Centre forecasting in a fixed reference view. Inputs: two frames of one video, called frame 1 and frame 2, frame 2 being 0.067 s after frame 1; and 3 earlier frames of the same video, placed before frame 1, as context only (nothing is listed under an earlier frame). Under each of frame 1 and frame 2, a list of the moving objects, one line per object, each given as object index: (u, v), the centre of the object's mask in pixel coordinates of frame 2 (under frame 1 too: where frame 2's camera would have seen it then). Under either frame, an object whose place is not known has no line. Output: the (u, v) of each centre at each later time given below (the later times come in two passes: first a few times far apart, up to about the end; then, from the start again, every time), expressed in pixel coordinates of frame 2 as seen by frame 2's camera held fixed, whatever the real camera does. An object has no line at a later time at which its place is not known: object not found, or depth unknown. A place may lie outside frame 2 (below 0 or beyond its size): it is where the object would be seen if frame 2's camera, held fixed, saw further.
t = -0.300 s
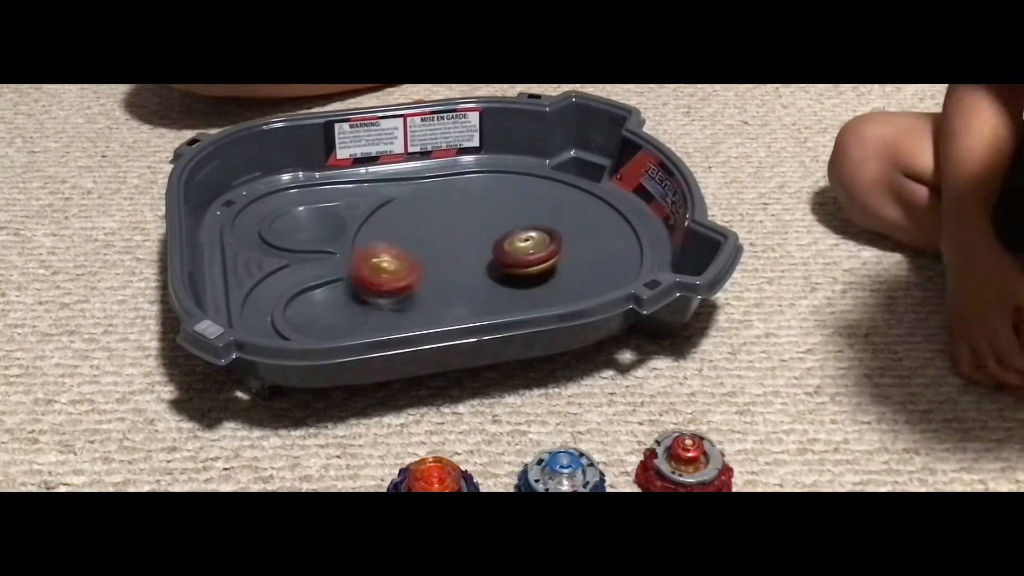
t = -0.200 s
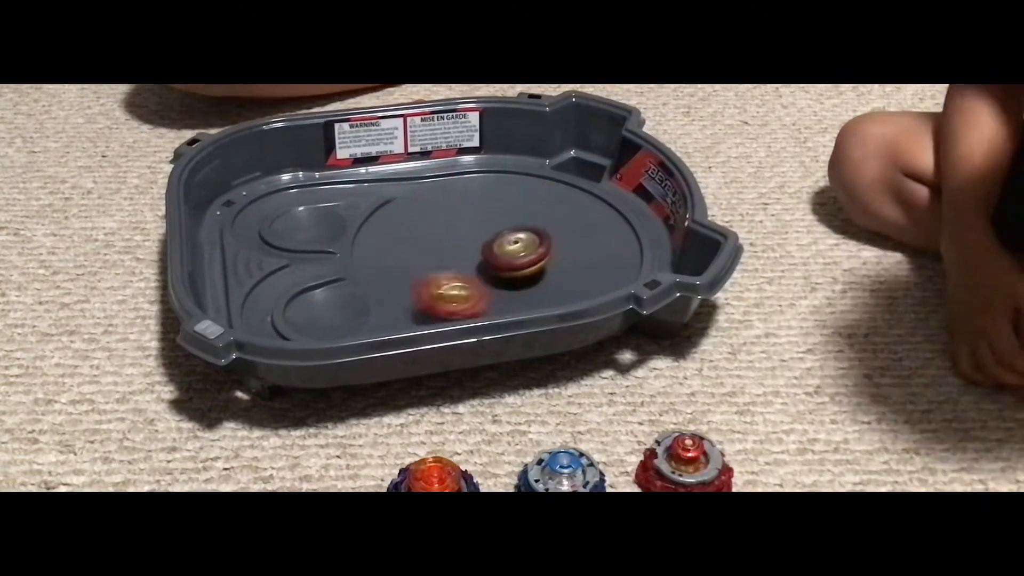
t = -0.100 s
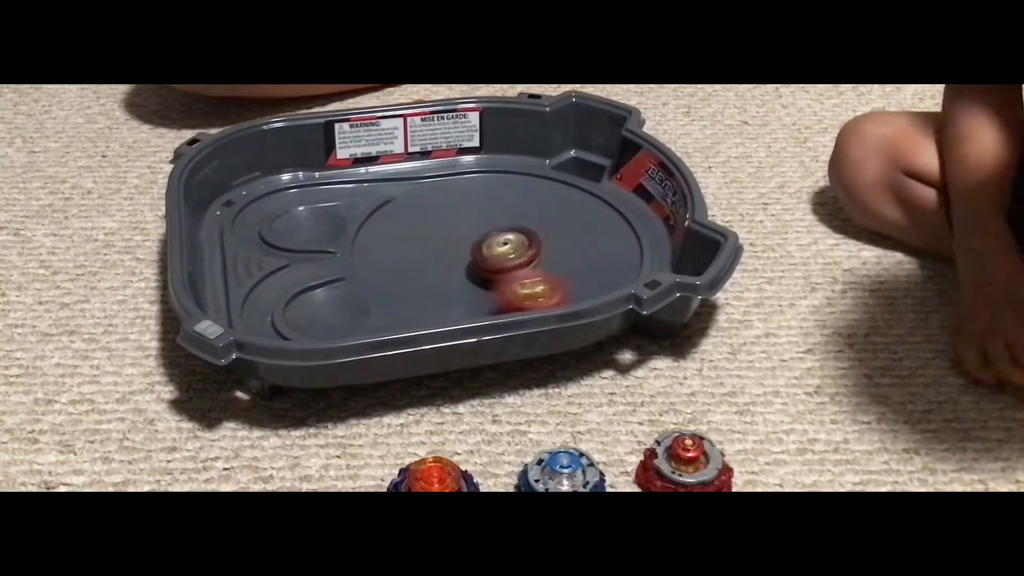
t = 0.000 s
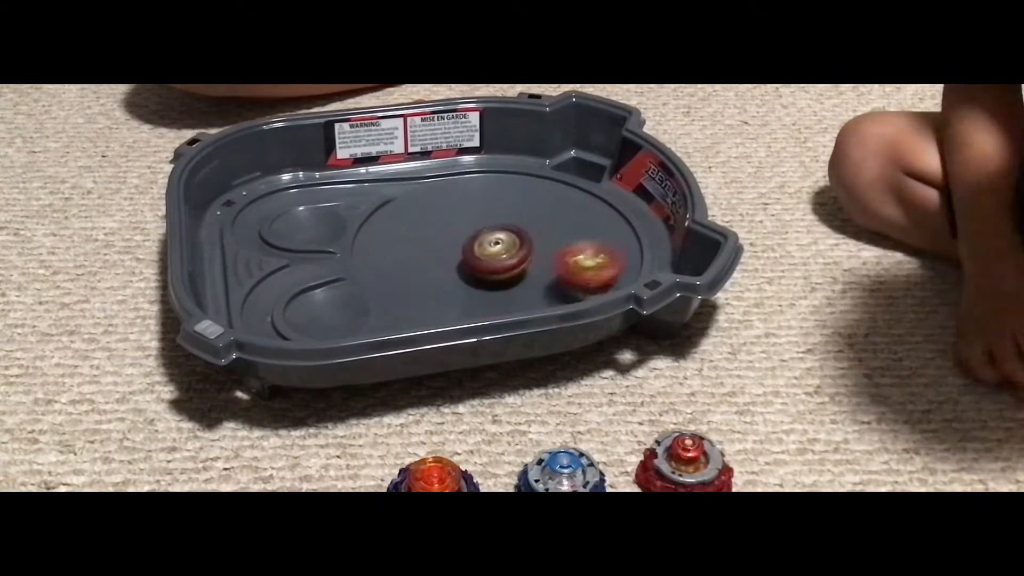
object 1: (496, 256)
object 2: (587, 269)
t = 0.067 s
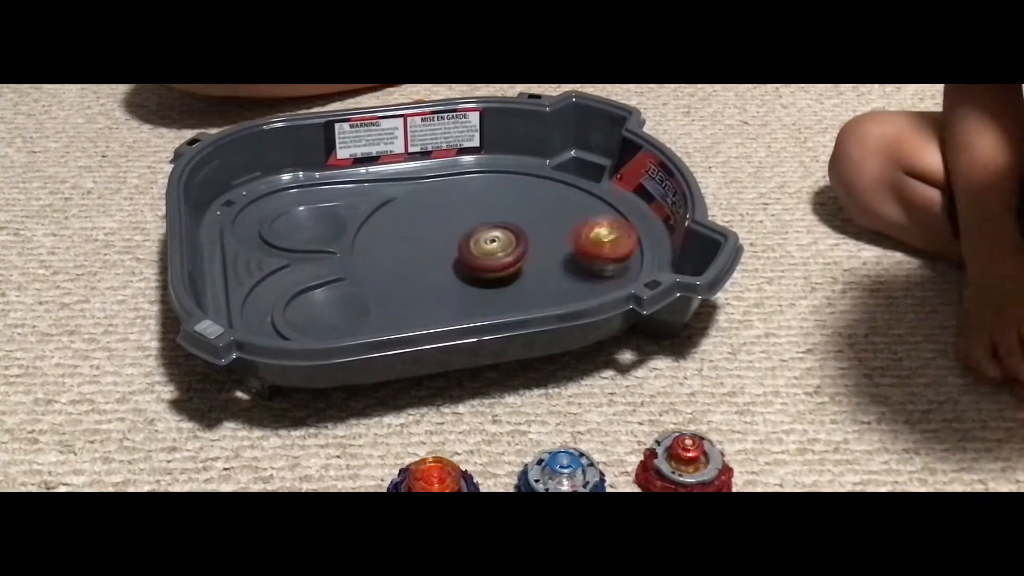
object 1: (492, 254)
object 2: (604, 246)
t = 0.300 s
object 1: (485, 241)
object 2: (534, 167)
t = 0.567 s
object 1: (491, 237)
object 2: (382, 204)
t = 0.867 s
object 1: (500, 246)
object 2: (461, 300)
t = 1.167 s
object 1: (485, 249)
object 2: (627, 249)
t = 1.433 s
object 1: (477, 257)
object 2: (528, 170)
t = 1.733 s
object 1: (492, 253)
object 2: (371, 215)
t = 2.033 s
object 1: (507, 249)
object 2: (484, 297)
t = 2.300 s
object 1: (505, 251)
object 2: (626, 247)
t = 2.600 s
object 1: (504, 248)
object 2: (512, 170)
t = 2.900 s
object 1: (500, 246)
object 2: (364, 226)
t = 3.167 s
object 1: (499, 243)
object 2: (473, 294)
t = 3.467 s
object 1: (496, 246)
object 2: (630, 242)
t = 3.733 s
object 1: (490, 248)
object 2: (544, 176)
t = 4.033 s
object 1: (483, 251)
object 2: (386, 215)
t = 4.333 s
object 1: (485, 253)
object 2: (438, 298)
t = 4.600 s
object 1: (489, 255)
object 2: (597, 270)
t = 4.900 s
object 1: (490, 252)
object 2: (564, 182)
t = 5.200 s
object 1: (486, 251)
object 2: (405, 187)
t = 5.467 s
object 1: (485, 251)
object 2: (383, 271)
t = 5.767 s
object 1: (485, 251)
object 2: (556, 289)
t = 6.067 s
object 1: (485, 253)
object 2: (601, 212)
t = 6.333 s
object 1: (487, 256)
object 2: (476, 172)
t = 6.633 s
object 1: (489, 254)
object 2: (365, 234)
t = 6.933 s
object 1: (488, 251)
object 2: (484, 297)
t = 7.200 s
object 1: (486, 255)
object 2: (611, 257)
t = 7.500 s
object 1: (485, 255)
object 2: (543, 179)
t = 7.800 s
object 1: (486, 255)
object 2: (396, 201)
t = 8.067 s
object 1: (487, 255)
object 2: (392, 279)
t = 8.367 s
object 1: (488, 254)
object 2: (559, 286)
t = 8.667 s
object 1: (489, 255)
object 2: (590, 210)
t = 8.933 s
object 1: (488, 255)
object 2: (474, 175)
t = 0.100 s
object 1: (490, 252)
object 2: (605, 232)
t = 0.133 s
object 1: (488, 251)
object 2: (601, 218)
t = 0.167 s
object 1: (487, 249)
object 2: (594, 204)
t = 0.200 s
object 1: (486, 247)
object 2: (584, 192)
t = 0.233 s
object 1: (485, 245)
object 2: (571, 182)
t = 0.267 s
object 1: (484, 242)
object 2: (553, 173)
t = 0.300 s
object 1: (485, 241)
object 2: (534, 167)
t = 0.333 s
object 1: (485, 239)
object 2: (513, 163)
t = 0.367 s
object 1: (486, 238)
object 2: (492, 164)
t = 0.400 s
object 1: (487, 237)
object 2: (470, 164)
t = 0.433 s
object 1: (487, 236)
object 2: (447, 168)
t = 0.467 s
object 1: (488, 236)
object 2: (429, 173)
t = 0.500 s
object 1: (489, 236)
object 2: (408, 182)
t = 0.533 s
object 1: (490, 236)
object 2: (393, 194)
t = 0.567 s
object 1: (491, 237)
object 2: (382, 204)
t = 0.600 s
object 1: (492, 238)
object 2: (373, 216)
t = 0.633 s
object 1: (493, 239)
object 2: (369, 230)
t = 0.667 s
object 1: (494, 240)
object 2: (369, 245)
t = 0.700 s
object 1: (495, 241)
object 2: (375, 258)
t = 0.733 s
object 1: (497, 243)
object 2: (384, 271)
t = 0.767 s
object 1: (498, 244)
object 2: (397, 283)
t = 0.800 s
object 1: (499, 245)
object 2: (414, 293)
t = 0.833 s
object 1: (499, 246)
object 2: (437, 299)
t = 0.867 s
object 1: (500, 246)
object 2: (461, 300)
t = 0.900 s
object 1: (500, 246)
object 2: (487, 301)
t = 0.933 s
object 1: (499, 246)
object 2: (514, 299)
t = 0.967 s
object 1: (498, 246)
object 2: (542, 296)
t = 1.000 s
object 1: (497, 247)
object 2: (563, 291)
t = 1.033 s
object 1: (495, 247)
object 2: (583, 285)
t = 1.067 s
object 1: (492, 248)
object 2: (602, 278)
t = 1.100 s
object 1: (490, 248)
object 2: (614, 268)
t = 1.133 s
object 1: (487, 249)
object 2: (623, 258)
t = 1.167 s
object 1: (485, 249)
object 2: (627, 249)
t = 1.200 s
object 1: (482, 250)
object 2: (627, 235)
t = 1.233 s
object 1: (480, 251)
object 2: (622, 223)
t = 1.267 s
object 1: (478, 252)
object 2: (614, 211)
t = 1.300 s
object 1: (477, 254)
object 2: (601, 201)
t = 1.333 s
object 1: (476, 255)
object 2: (587, 191)
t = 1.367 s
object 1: (476, 256)
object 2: (570, 182)
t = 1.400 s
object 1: (476, 256)
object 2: (550, 175)
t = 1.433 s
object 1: (477, 257)
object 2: (528, 170)
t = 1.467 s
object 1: (477, 257)
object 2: (508, 169)
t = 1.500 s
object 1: (479, 257)
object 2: (485, 168)
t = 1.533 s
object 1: (480, 256)
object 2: (463, 169)
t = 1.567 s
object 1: (482, 256)
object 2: (441, 171)
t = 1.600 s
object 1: (484, 255)
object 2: (421, 175)
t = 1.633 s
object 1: (486, 254)
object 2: (400, 181)
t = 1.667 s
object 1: (488, 253)
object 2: (388, 189)
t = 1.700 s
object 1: (490, 253)
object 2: (377, 200)
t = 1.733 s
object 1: (492, 253)
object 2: (371, 215)
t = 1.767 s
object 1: (495, 253)
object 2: (368, 227)
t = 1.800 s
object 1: (497, 253)
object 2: (368, 238)
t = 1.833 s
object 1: (499, 253)
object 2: (373, 253)
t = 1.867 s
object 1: (501, 252)
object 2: (382, 267)
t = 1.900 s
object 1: (503, 252)
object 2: (397, 280)
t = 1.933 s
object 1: (505, 251)
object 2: (414, 289)
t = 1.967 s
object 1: (506, 251)
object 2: (436, 293)
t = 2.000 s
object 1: (507, 250)
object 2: (459, 297)
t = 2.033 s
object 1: (507, 249)
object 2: (484, 297)
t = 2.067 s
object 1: (507, 249)
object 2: (509, 296)
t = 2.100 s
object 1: (506, 250)
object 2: (535, 293)
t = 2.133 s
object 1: (506, 251)
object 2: (558, 288)
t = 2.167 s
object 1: (507, 251)
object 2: (579, 283)
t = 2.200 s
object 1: (506, 251)
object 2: (598, 275)
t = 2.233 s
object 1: (506, 251)
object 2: (613, 265)
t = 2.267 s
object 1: (505, 251)
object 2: (620, 258)
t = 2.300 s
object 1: (505, 251)
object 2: (626, 247)
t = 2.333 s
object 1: (505, 251)
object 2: (626, 233)
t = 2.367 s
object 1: (505, 250)
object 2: (623, 220)
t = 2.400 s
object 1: (505, 250)
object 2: (615, 209)
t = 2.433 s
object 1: (504, 250)
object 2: (603, 199)
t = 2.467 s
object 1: (505, 250)
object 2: (589, 190)
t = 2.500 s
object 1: (505, 249)
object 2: (572, 183)
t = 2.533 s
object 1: (505, 249)
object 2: (554, 176)
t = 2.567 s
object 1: (505, 249)
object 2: (532, 173)
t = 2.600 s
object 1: (504, 248)
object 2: (512, 170)
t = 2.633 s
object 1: (504, 248)
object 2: (491, 170)
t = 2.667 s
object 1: (504, 248)
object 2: (470, 172)
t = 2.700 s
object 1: (503, 247)
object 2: (447, 176)
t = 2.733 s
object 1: (503, 247)
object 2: (429, 179)
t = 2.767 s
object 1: (502, 247)
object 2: (410, 187)
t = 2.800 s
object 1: (501, 247)
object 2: (393, 194)
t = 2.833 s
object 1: (501, 246)
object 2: (380, 203)
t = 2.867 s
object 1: (500, 246)
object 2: (369, 213)
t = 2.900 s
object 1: (500, 246)
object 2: (364, 226)
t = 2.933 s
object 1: (500, 246)
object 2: (361, 236)
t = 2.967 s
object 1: (499, 246)
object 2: (364, 249)
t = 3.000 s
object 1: (499, 246)
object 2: (373, 260)
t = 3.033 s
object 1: (499, 246)
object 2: (387, 272)
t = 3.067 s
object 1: (499, 245)
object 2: (406, 283)
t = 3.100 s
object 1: (499, 245)
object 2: (425, 290)
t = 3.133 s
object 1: (499, 245)
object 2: (448, 292)
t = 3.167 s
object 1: (499, 243)
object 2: (473, 294)
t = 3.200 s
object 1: (499, 243)
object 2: (496, 294)
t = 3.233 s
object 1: (498, 244)
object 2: (520, 292)
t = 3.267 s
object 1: (498, 246)
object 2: (543, 288)
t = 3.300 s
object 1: (498, 246)
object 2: (565, 285)
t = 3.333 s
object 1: (498, 246)
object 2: (584, 278)
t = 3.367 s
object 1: (497, 246)
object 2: (602, 270)
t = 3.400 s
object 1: (497, 246)
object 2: (613, 263)
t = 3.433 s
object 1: (497, 246)
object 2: (623, 253)
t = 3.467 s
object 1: (496, 246)
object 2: (630, 242)
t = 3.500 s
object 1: (496, 247)
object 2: (631, 231)
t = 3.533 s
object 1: (495, 247)
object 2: (627, 219)
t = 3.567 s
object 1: (495, 247)
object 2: (620, 209)
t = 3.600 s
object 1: (494, 247)
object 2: (610, 200)
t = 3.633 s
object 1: (493, 247)
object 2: (597, 191)
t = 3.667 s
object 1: (492, 247)
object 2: (581, 184)
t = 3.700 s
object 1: (491, 247)
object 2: (563, 180)
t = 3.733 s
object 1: (490, 248)
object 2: (544, 176)
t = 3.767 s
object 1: (489, 248)
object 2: (525, 175)
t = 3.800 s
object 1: (488, 249)
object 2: (505, 174)
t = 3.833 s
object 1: (487, 249)
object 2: (484, 177)
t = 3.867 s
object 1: (486, 250)
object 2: (466, 180)
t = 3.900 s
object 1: (485, 250)
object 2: (445, 185)
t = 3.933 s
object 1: (485, 250)
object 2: (429, 190)
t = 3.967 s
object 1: (484, 251)
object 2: (412, 197)
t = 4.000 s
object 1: (484, 251)
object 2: (398, 205)
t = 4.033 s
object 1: (483, 251)
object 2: (386, 215)
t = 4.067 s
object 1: (483, 251)
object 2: (377, 224)
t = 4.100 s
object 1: (483, 251)
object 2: (371, 235)
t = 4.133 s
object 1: (483, 252)
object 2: (367, 245)
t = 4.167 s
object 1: (483, 252)
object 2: (368, 257)
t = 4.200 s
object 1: (482, 253)
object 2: (375, 268)
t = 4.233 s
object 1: (482, 253)
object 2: (384, 278)
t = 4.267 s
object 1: (483, 253)
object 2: (400, 289)
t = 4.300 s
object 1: (484, 253)
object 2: (417, 295)
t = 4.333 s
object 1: (485, 253)
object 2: (438, 298)
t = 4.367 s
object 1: (485, 252)
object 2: (462, 299)
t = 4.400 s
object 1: (485, 252)
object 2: (482, 299)
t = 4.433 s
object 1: (485, 253)
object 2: (507, 297)
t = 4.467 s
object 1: (486, 254)
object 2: (528, 294)
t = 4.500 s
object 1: (487, 255)
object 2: (550, 290)
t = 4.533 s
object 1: (488, 255)
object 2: (568, 285)
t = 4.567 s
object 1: (488, 255)
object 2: (583, 279)
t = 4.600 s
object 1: (489, 255)
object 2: (597, 270)
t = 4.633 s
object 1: (489, 254)
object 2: (605, 264)
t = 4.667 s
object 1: (490, 253)
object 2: (611, 254)
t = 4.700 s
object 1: (490, 253)
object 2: (613, 243)
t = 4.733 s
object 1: (490, 253)
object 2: (611, 231)
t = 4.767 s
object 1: (490, 252)
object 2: (607, 219)
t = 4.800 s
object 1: (490, 252)
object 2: (600, 208)
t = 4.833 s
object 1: (490, 252)
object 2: (591, 198)
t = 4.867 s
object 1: (490, 252)
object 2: (579, 189)
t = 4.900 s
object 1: (490, 252)
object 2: (564, 182)
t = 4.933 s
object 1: (489, 252)
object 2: (547, 176)
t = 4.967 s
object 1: (489, 252)
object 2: (530, 172)
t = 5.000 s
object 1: (489, 251)
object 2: (512, 168)
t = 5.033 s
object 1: (488, 251)
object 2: (495, 168)
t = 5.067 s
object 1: (488, 251)
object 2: (474, 170)
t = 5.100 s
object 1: (487, 251)
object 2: (456, 172)
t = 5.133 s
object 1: (487, 251)
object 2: (438, 174)
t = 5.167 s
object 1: (486, 251)
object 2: (422, 180)
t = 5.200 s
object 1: (486, 251)
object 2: (405, 187)
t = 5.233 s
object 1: (486, 251)
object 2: (393, 196)
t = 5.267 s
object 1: (486, 251)
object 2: (382, 205)
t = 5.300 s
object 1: (485, 251)
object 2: (374, 215)
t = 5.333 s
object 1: (485, 251)
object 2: (370, 225)
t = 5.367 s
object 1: (485, 251)
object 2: (367, 236)
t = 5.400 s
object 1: (485, 251)
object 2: (369, 248)
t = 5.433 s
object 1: (485, 251)
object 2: (374, 259)
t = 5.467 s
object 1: (485, 251)
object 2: (383, 271)
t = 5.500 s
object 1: (484, 251)
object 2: (395, 281)
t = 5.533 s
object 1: (485, 251)
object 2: (409, 290)
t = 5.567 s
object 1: (485, 250)
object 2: (429, 293)
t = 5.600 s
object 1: (485, 250)
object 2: (447, 298)
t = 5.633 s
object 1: (485, 249)
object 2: (469, 299)
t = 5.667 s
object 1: (484, 249)
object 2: (492, 299)
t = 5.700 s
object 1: (484, 250)
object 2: (515, 296)
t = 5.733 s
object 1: (485, 251)
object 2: (536, 294)
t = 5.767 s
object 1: (485, 251)
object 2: (556, 289)
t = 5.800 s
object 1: (485, 251)
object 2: (574, 284)
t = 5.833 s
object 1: (484, 251)
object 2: (588, 278)
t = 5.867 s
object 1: (485, 251)
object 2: (600, 271)
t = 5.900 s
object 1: (484, 252)
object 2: (608, 263)
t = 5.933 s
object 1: (484, 252)
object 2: (613, 255)
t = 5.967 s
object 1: (484, 253)
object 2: (615, 243)
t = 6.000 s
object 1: (484, 253)
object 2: (613, 233)
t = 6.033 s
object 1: (485, 253)
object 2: (608, 222)
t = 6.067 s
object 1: (485, 253)
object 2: (601, 212)
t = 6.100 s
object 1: (485, 253)
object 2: (590, 202)
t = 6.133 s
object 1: (486, 254)
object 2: (579, 193)
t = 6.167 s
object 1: (485, 254)
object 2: (564, 187)
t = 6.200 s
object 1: (486, 254)
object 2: (548, 181)
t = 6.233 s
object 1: (486, 255)
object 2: (531, 176)
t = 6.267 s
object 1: (486, 255)
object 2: (512, 174)
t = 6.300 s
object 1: (487, 256)
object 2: (495, 173)
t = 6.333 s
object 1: (487, 256)
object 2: (476, 172)
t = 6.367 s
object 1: (487, 255)
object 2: (458, 175)
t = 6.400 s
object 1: (488, 255)
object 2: (440, 178)
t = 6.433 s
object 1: (488, 255)
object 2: (423, 182)
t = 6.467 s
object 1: (488, 255)
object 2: (408, 189)
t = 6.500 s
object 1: (489, 255)
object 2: (394, 196)
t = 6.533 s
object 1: (489, 254)
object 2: (382, 203)
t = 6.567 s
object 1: (489, 254)
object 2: (374, 212)
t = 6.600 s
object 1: (489, 254)
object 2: (368, 223)
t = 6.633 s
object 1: (489, 254)
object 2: (365, 234)
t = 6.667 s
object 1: (489, 254)
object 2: (366, 245)
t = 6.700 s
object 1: (490, 255)
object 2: (372, 256)
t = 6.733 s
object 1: (489, 255)
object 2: (380, 268)
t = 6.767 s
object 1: (489, 254)
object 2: (391, 277)
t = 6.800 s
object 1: (489, 254)
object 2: (406, 286)
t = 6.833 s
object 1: (489, 254)
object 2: (423, 291)
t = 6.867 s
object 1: (490, 253)
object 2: (445, 294)
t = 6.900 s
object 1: (490, 252)
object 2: (464, 296)
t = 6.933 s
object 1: (488, 251)
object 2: (484, 297)
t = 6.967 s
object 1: (487, 252)
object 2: (508, 296)
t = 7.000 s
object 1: (487, 253)
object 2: (528, 293)
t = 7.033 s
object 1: (487, 254)
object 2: (550, 289)
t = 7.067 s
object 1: (487, 254)
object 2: (567, 285)
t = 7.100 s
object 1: (486, 254)
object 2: (582, 279)
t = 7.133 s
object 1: (486, 255)
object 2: (596, 270)
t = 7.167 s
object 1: (486, 255)
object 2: (606, 263)
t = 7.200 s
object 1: (486, 255)
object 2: (611, 257)
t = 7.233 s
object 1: (486, 255)
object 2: (615, 246)
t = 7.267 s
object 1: (486, 255)
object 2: (616, 235)
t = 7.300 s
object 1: (486, 255)
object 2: (612, 225)
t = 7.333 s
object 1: (486, 255)
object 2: (607, 215)
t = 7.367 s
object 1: (485, 255)
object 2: (599, 205)
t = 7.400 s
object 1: (486, 255)
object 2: (588, 196)
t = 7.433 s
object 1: (485, 255)
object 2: (574, 190)
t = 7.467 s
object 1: (485, 255)
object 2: (560, 183)
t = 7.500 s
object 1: (485, 255)
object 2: (543, 179)
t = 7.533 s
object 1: (485, 255)
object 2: (527, 176)
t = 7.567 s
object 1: (485, 255)
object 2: (509, 173)
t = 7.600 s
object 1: (485, 255)
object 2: (492, 175)
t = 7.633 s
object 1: (485, 255)
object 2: (474, 175)
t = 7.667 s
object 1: (485, 255)
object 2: (456, 178)
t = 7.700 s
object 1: (486, 255)
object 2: (439, 183)
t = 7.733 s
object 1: (486, 255)
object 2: (423, 188)
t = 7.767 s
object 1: (486, 255)
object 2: (409, 194)
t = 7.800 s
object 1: (486, 255)
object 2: (396, 201)
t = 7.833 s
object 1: (486, 255)
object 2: (386, 210)
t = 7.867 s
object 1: (486, 255)
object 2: (377, 219)
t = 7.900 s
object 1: (486, 255)
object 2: (372, 229)
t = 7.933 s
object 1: (487, 255)
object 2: (370, 239)
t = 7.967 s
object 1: (487, 255)
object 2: (371, 249)
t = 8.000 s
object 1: (487, 255)
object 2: (375, 261)
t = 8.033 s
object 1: (487, 255)
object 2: (381, 270)
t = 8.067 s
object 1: (487, 255)
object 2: (392, 279)
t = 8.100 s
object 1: (487, 255)
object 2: (405, 288)
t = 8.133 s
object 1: (488, 255)
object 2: (421, 291)
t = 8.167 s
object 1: (489, 254)
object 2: (441, 295)
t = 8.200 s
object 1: (489, 253)
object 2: (458, 298)
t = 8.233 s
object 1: (488, 251)
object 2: (480, 298)
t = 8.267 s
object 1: (487, 252)
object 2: (501, 297)
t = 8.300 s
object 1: (487, 253)
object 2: (520, 294)
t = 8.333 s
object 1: (487, 254)
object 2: (541, 291)
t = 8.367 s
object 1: (488, 254)
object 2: (559, 286)
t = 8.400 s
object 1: (488, 255)
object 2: (573, 281)
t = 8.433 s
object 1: (488, 254)
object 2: (585, 274)
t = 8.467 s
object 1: (488, 254)
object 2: (594, 268)
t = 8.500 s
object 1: (488, 255)
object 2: (601, 261)
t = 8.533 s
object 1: (488, 255)
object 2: (604, 250)
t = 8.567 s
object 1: (488, 255)
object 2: (604, 240)
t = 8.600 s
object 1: (489, 255)
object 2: (602, 229)
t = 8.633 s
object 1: (489, 255)
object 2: (598, 220)
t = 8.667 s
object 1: (489, 255)
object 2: (590, 210)
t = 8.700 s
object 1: (489, 255)
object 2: (581, 200)
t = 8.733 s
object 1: (489, 254)
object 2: (569, 192)
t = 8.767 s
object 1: (488, 254)
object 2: (556, 187)
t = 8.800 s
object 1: (489, 254)
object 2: (541, 182)
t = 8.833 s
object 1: (488, 255)
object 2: (526, 177)
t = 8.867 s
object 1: (488, 254)
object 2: (510, 174)
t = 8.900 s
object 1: (488, 255)
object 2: (492, 174)
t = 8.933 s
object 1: (488, 255)
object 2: (474, 175)
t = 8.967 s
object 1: (488, 255)
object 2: (457, 177)
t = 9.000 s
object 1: (488, 255)
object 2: (441, 180)
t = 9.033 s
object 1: (488, 255)
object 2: (426, 186)
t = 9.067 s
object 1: (487, 255)
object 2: (412, 192)
